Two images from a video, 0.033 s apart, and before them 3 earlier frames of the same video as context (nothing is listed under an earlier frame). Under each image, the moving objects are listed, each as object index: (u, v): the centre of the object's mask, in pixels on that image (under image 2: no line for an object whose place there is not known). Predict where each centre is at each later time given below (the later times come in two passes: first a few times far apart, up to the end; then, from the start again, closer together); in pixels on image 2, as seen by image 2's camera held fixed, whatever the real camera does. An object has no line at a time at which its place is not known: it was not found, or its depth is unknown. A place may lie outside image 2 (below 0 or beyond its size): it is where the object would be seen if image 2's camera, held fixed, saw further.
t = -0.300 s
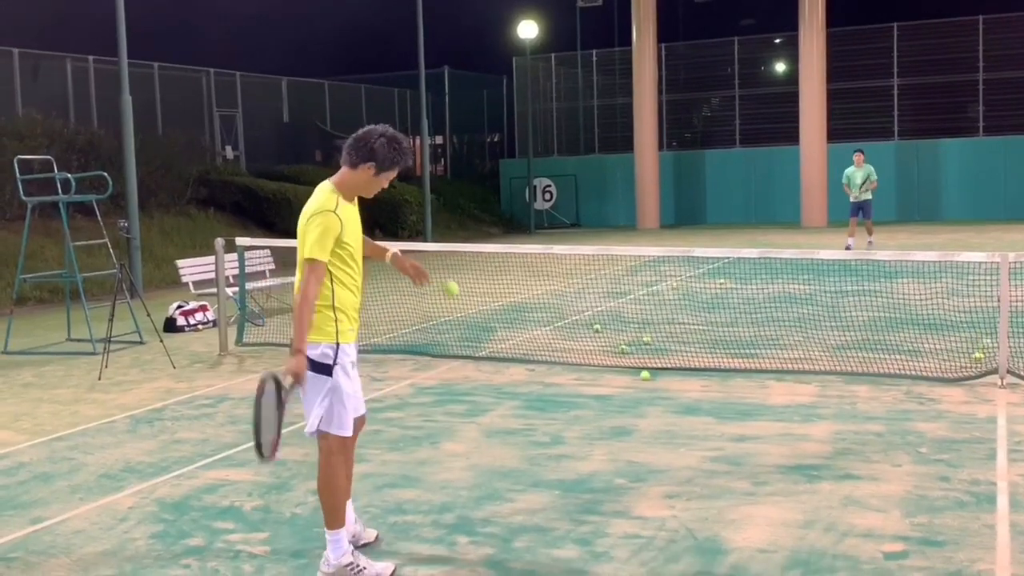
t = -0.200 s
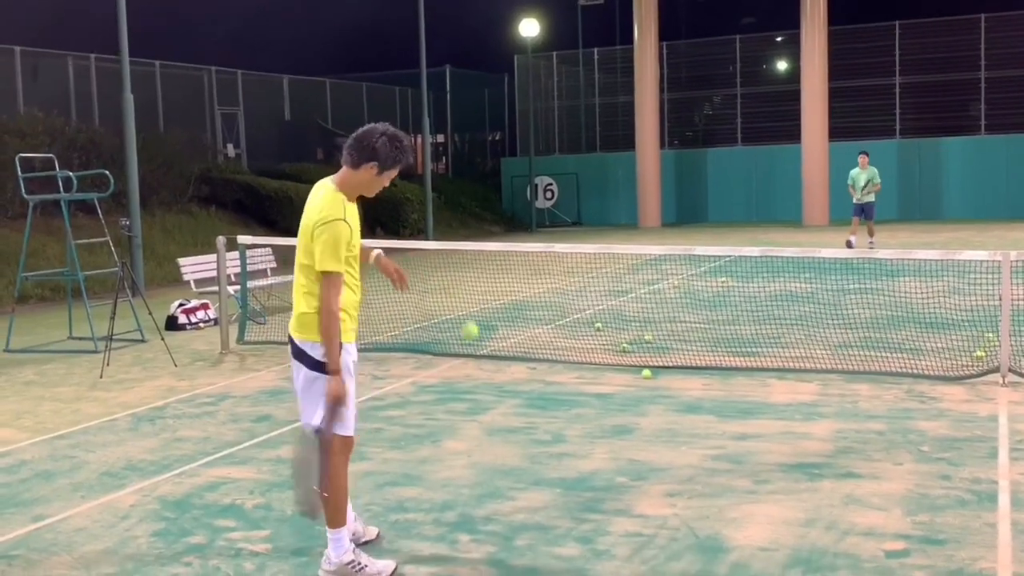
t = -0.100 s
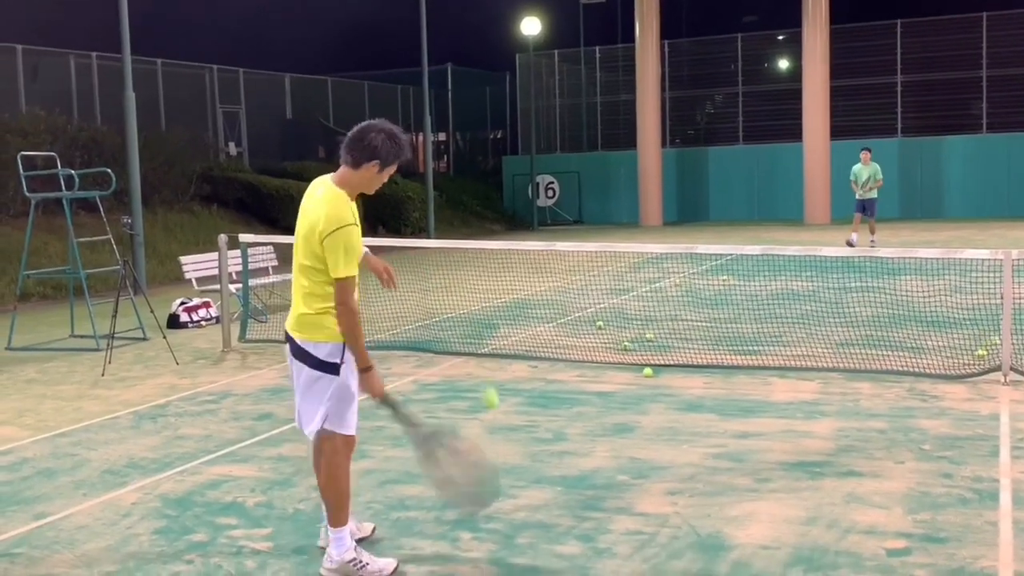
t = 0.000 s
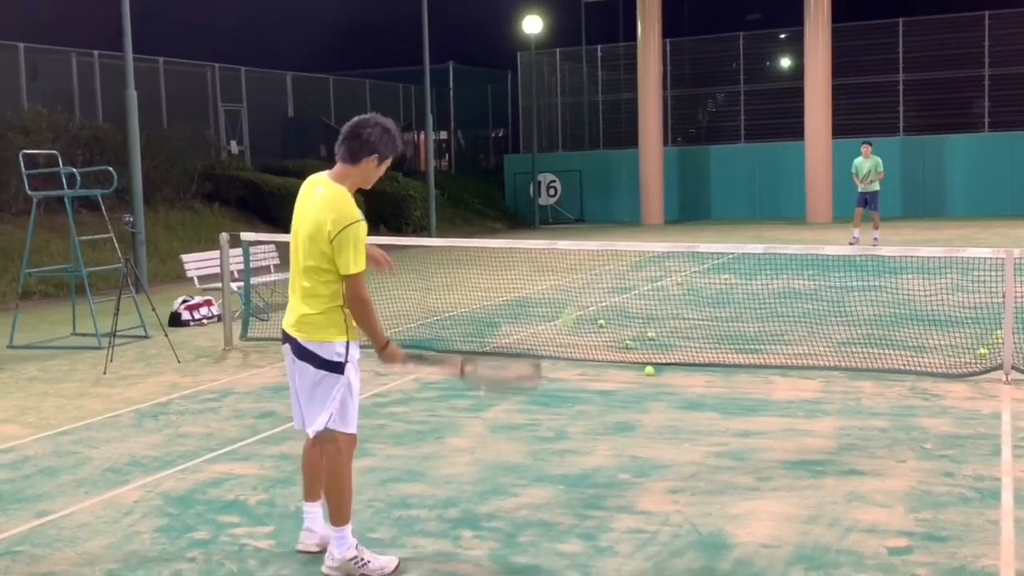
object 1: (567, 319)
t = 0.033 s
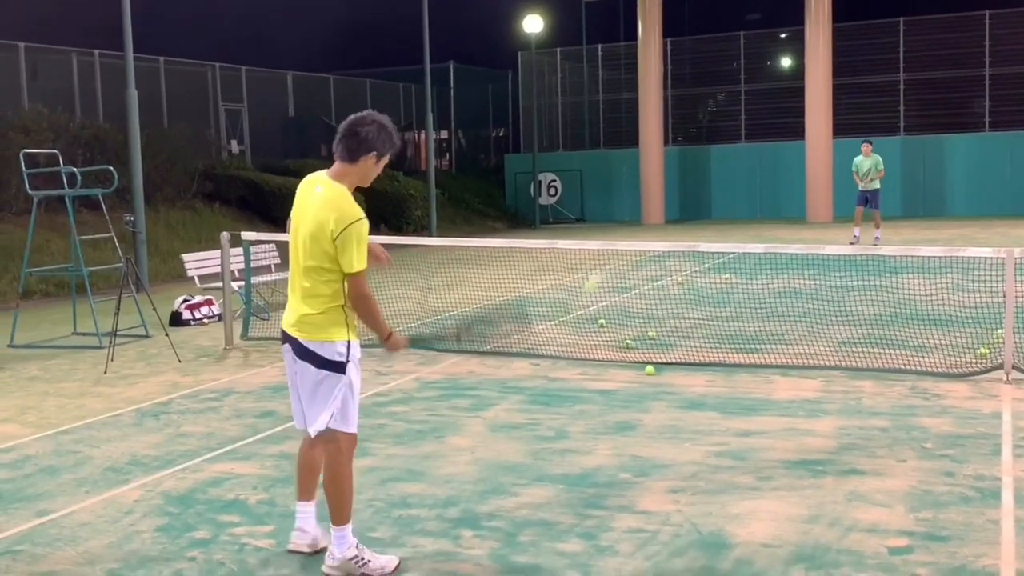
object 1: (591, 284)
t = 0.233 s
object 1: (691, 177)
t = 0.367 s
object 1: (729, 163)
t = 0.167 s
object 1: (666, 198)
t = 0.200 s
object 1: (679, 187)
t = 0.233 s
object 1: (691, 177)
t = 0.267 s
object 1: (702, 171)
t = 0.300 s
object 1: (712, 167)
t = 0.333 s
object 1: (721, 164)
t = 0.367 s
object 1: (729, 163)
